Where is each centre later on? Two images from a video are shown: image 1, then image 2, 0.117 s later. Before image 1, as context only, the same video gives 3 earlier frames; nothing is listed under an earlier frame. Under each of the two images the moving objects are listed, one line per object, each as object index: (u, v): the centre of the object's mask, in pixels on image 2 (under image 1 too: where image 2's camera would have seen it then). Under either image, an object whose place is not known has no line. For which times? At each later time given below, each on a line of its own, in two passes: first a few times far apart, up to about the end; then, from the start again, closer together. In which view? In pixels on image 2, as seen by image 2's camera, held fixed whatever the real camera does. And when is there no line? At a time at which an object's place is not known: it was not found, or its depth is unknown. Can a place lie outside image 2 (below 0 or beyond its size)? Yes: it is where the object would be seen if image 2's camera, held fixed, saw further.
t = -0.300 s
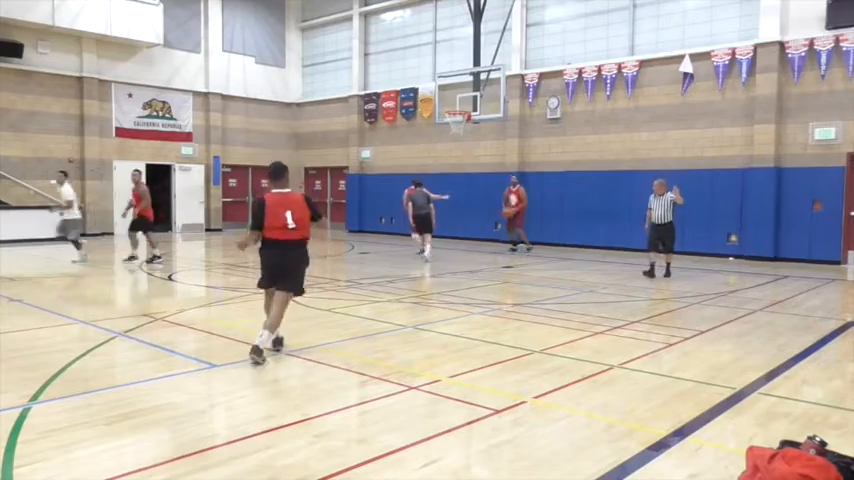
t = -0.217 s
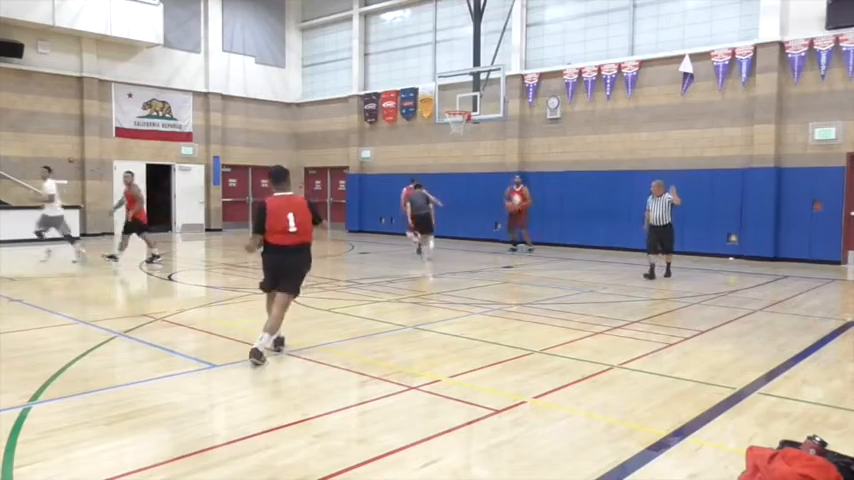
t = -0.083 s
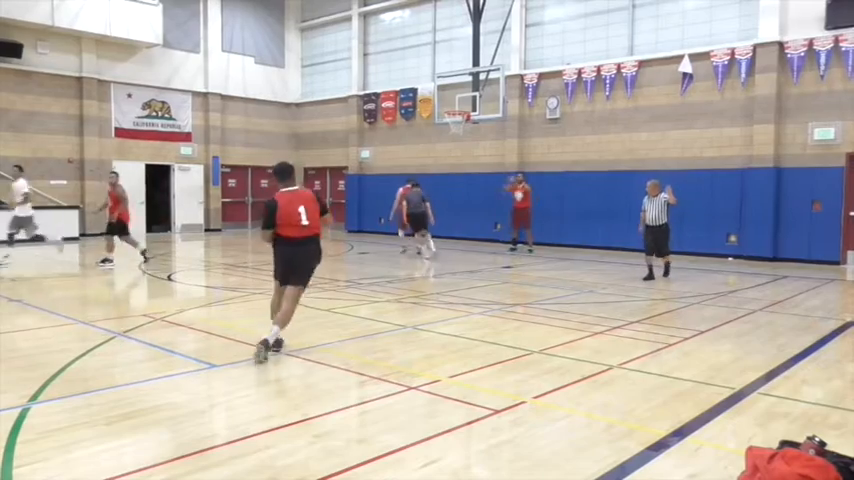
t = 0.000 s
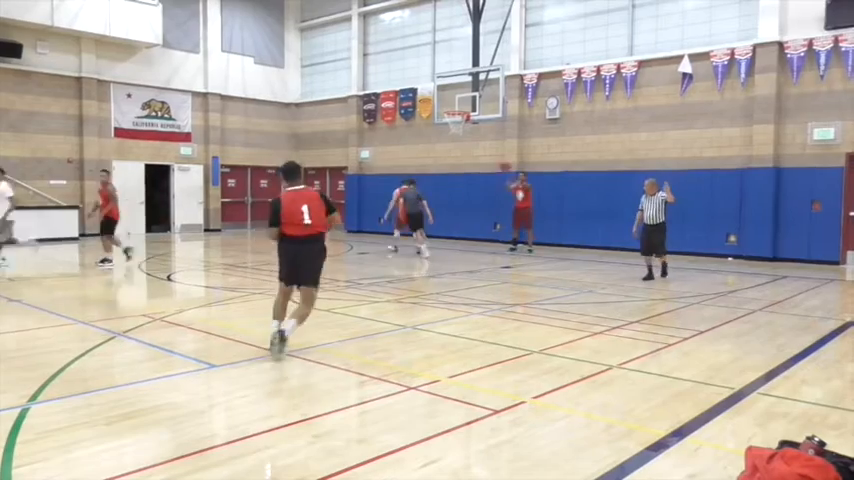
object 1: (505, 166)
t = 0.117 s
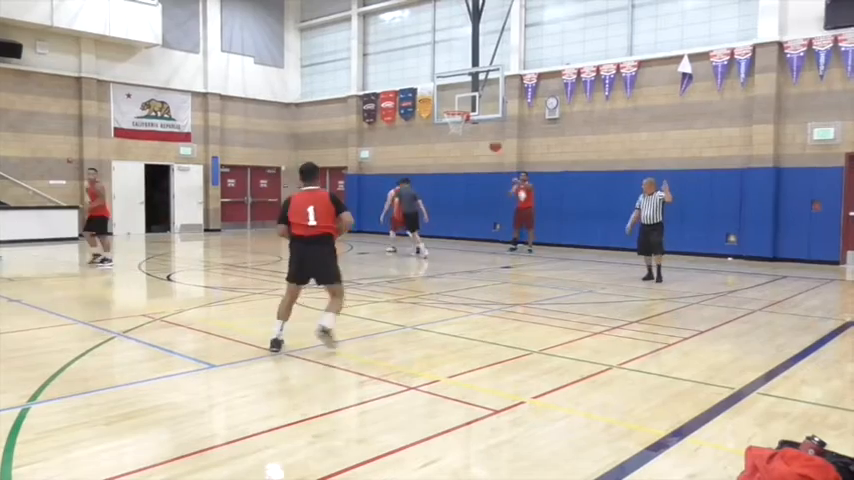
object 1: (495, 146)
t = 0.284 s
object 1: (478, 125)
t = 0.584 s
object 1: (435, 114)
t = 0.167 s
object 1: (490, 138)
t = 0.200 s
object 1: (487, 134)
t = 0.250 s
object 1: (482, 128)
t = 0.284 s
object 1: (478, 125)
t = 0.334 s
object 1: (472, 119)
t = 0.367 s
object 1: (468, 117)
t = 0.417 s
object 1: (461, 114)
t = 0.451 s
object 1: (456, 112)
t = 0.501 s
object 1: (448, 112)
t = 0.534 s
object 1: (444, 112)
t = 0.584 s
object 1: (435, 114)
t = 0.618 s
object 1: (428, 116)
